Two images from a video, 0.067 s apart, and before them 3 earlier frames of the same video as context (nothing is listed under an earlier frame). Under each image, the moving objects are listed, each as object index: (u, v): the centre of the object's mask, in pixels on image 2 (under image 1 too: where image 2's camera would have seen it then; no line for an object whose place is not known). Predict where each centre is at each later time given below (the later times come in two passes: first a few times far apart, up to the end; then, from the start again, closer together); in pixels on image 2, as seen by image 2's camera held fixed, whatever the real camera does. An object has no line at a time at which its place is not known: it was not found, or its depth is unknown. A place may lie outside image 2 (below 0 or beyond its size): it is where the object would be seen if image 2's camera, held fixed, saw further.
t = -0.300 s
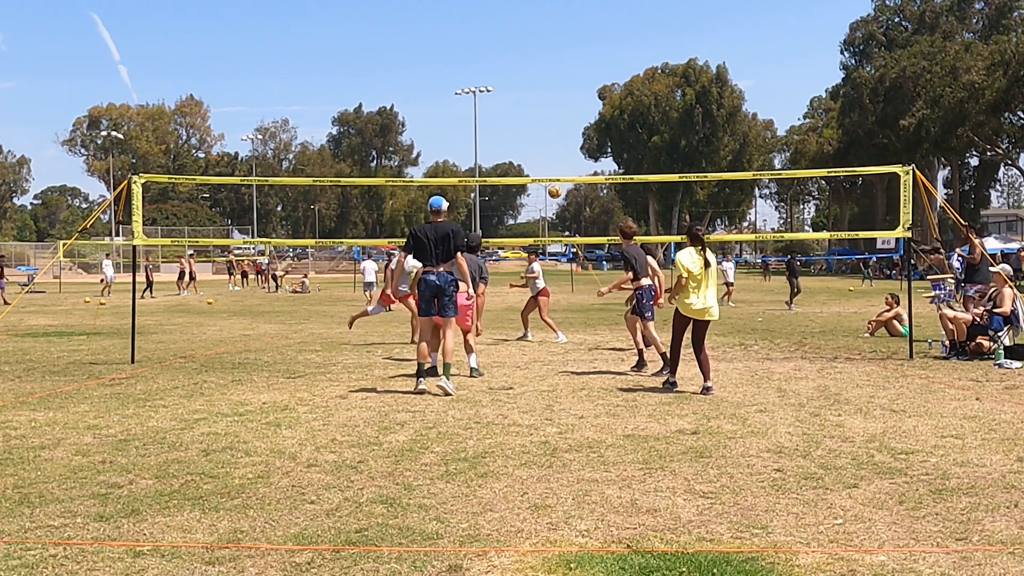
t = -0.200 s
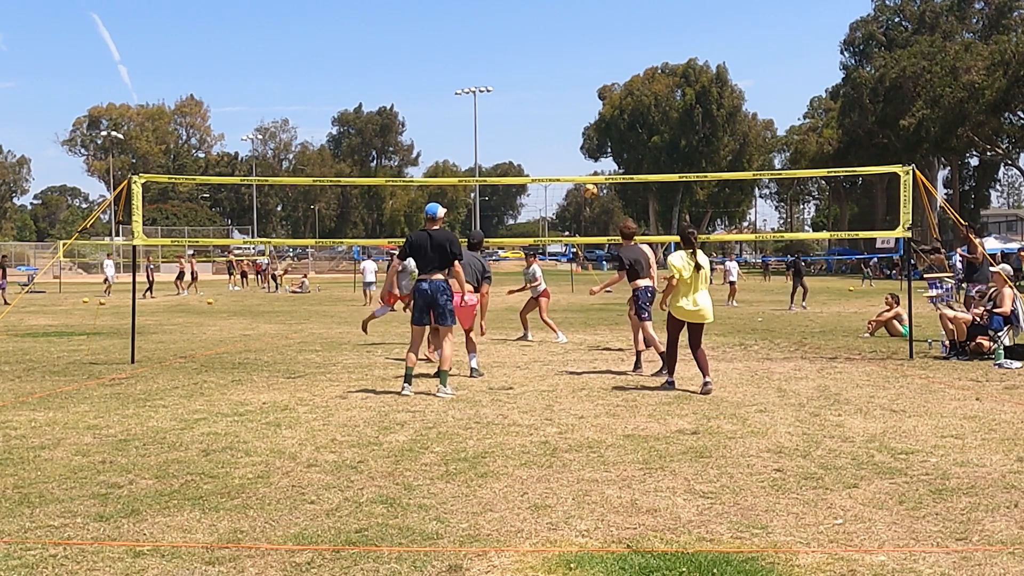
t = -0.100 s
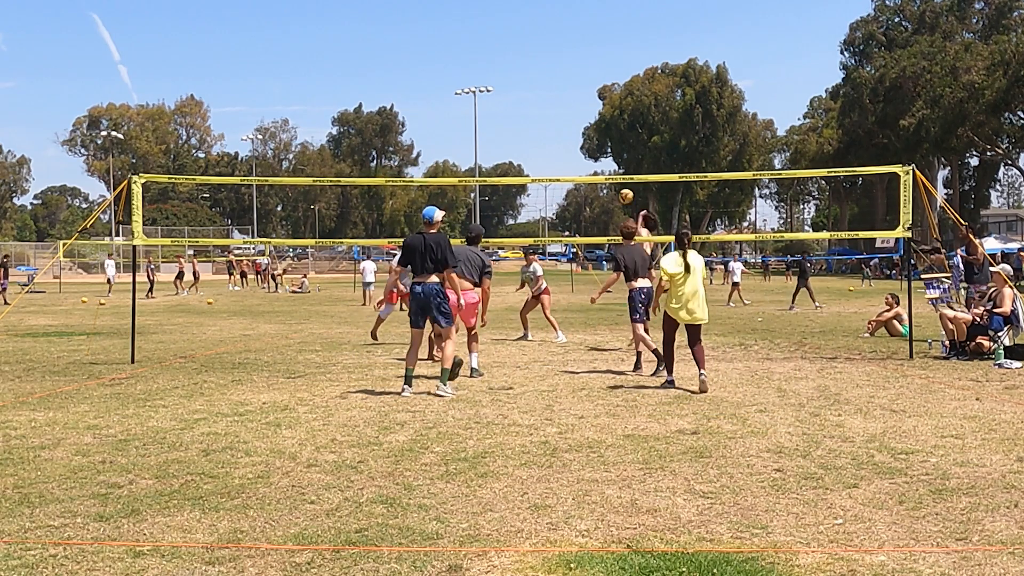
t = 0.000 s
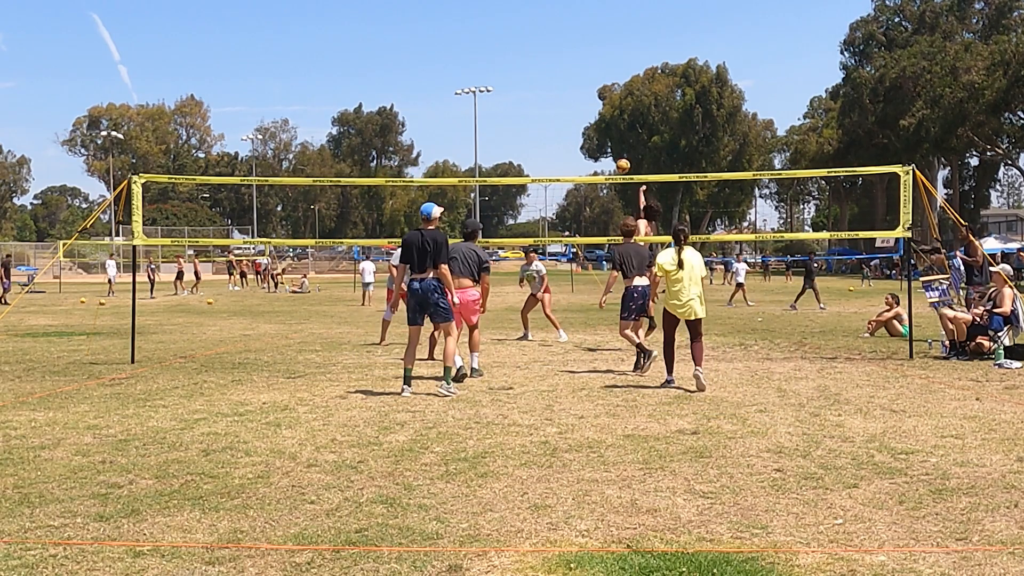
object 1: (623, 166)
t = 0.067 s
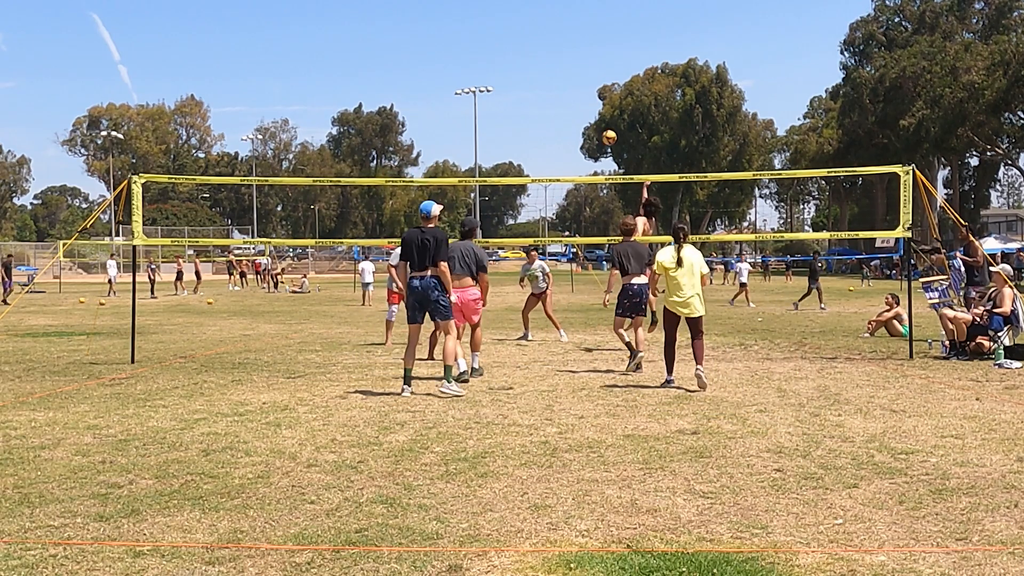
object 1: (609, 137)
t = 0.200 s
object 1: (583, 89)
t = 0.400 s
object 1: (548, 41)
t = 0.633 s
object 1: (510, 20)
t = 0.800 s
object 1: (486, 25)
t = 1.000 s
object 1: (459, 53)
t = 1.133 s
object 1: (443, 85)
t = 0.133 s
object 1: (596, 112)
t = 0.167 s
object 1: (589, 100)
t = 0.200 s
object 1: (583, 89)
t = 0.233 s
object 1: (577, 79)
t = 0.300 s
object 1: (565, 62)
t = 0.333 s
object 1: (559, 54)
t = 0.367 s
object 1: (553, 47)
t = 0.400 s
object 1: (548, 41)
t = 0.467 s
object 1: (537, 31)
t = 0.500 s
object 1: (531, 28)
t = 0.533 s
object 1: (526, 25)
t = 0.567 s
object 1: (521, 22)
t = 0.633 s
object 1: (510, 20)
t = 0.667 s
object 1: (505, 19)
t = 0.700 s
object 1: (500, 19)
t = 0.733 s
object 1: (496, 20)
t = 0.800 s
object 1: (486, 25)
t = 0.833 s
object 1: (482, 28)
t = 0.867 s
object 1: (477, 32)
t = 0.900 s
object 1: (472, 36)
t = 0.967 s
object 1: (464, 47)
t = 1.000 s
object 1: (459, 53)
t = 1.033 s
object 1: (455, 60)
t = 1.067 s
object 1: (451, 68)
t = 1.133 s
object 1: (443, 85)
